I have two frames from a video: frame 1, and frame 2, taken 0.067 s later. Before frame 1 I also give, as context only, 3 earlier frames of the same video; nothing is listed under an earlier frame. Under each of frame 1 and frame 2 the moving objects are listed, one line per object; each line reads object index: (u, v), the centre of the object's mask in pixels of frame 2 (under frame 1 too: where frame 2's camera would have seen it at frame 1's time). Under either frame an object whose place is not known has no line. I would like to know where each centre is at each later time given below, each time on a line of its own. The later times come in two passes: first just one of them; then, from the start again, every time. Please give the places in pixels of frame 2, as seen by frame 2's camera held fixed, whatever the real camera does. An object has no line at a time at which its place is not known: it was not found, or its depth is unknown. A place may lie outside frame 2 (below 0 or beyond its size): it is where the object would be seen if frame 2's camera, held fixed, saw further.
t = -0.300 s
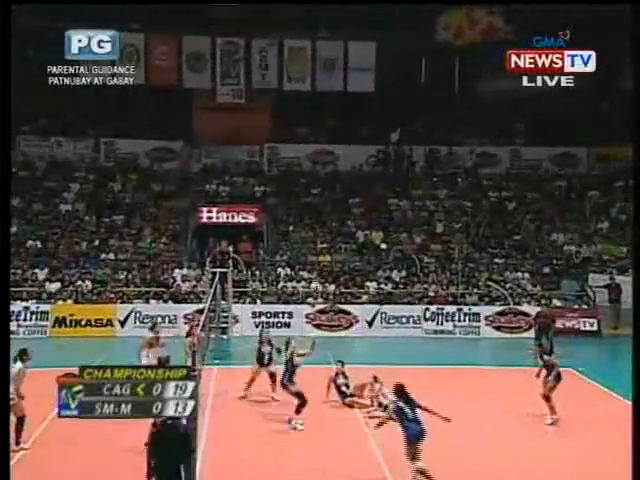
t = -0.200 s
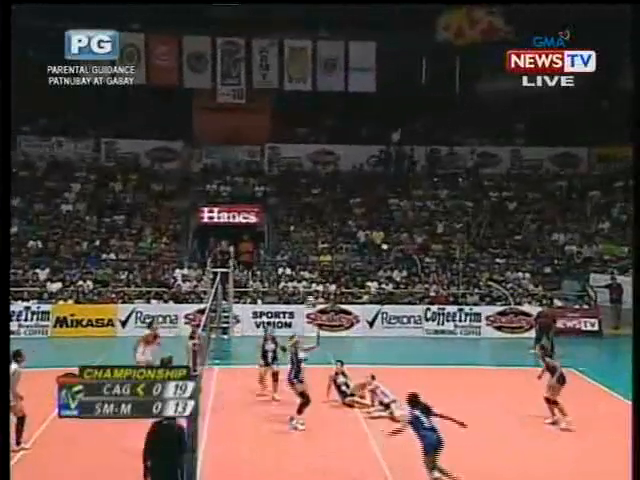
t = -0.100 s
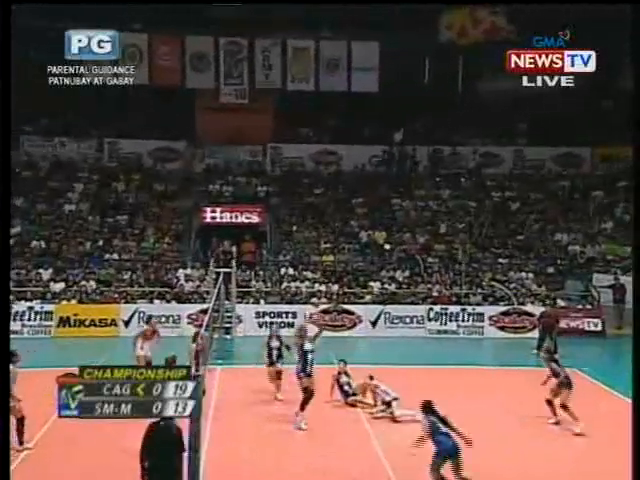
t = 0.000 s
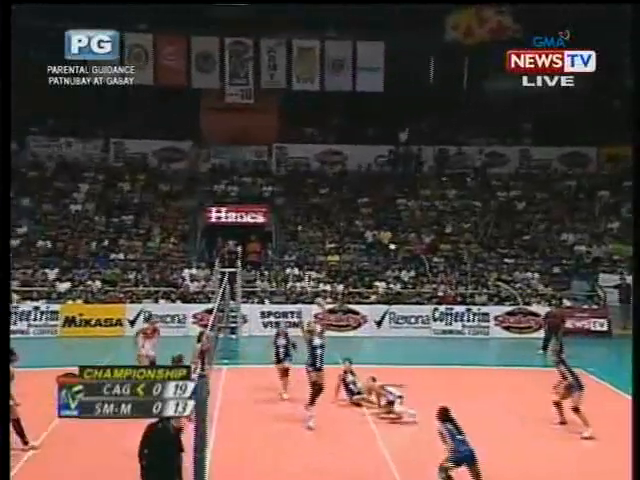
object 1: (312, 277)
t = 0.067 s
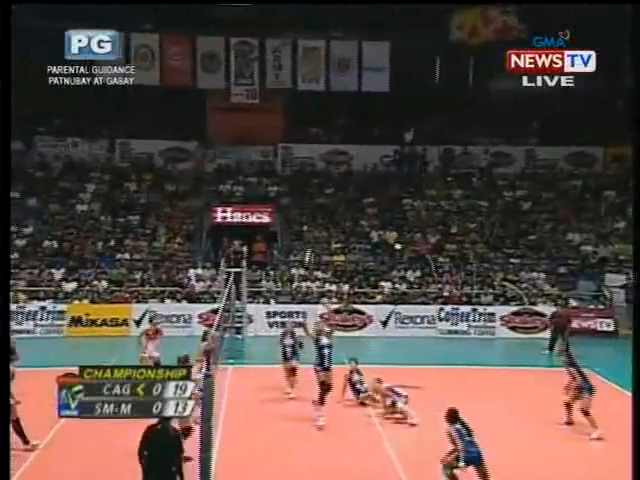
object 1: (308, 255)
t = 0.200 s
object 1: (299, 217)
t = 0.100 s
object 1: (306, 245)
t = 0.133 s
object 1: (303, 234)
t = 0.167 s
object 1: (301, 226)
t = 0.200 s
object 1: (299, 217)
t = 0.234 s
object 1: (297, 209)
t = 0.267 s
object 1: (295, 201)
